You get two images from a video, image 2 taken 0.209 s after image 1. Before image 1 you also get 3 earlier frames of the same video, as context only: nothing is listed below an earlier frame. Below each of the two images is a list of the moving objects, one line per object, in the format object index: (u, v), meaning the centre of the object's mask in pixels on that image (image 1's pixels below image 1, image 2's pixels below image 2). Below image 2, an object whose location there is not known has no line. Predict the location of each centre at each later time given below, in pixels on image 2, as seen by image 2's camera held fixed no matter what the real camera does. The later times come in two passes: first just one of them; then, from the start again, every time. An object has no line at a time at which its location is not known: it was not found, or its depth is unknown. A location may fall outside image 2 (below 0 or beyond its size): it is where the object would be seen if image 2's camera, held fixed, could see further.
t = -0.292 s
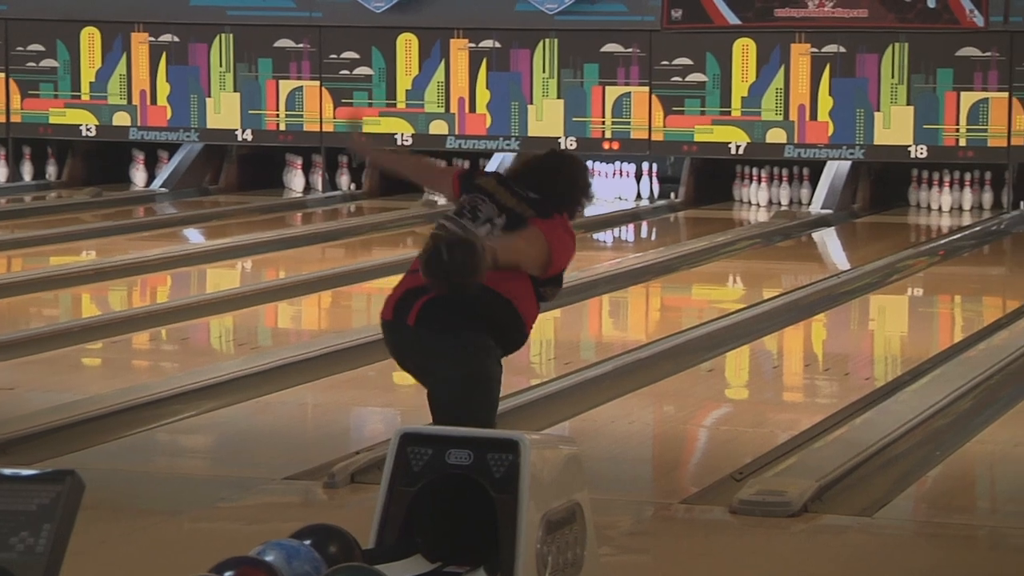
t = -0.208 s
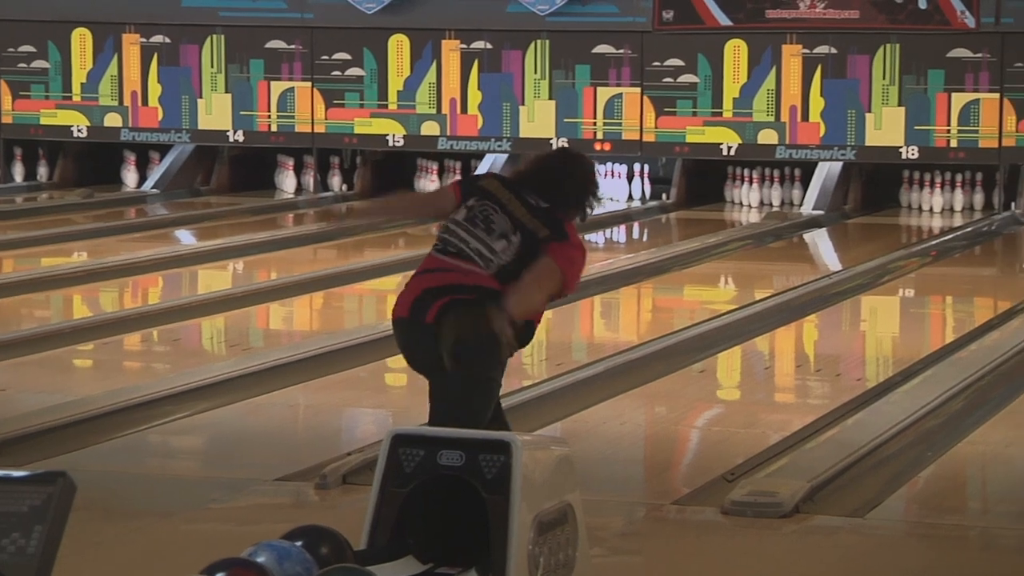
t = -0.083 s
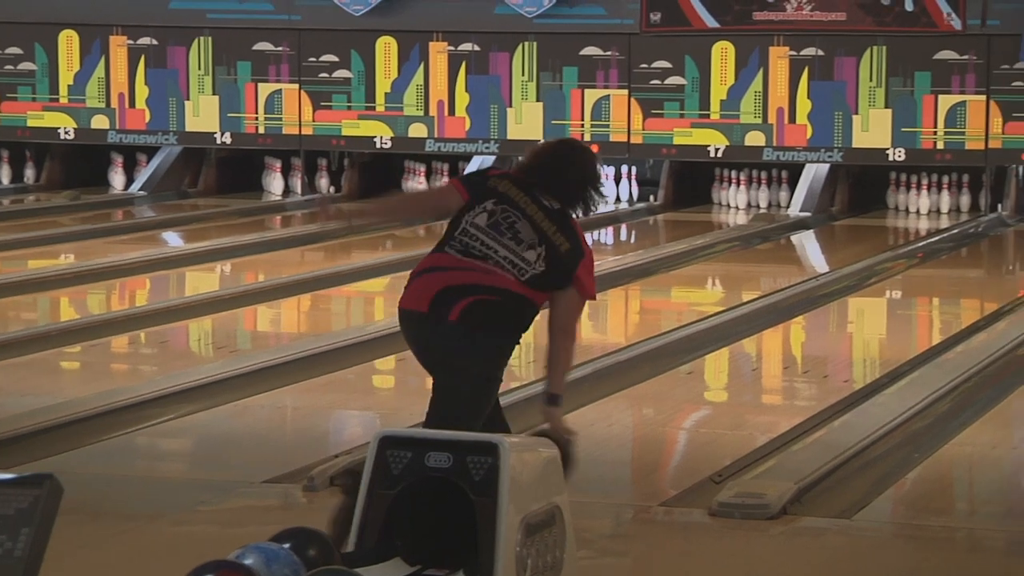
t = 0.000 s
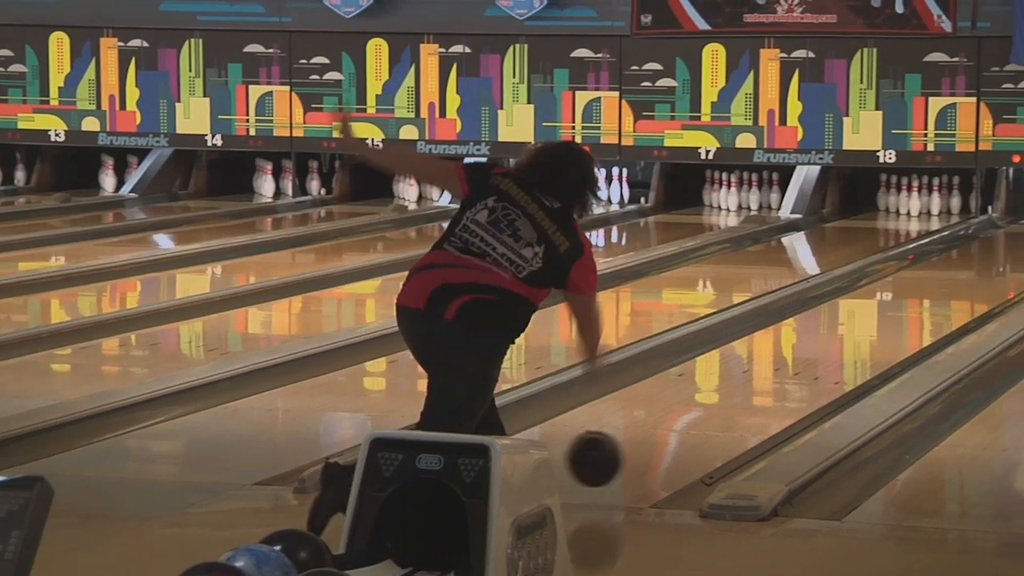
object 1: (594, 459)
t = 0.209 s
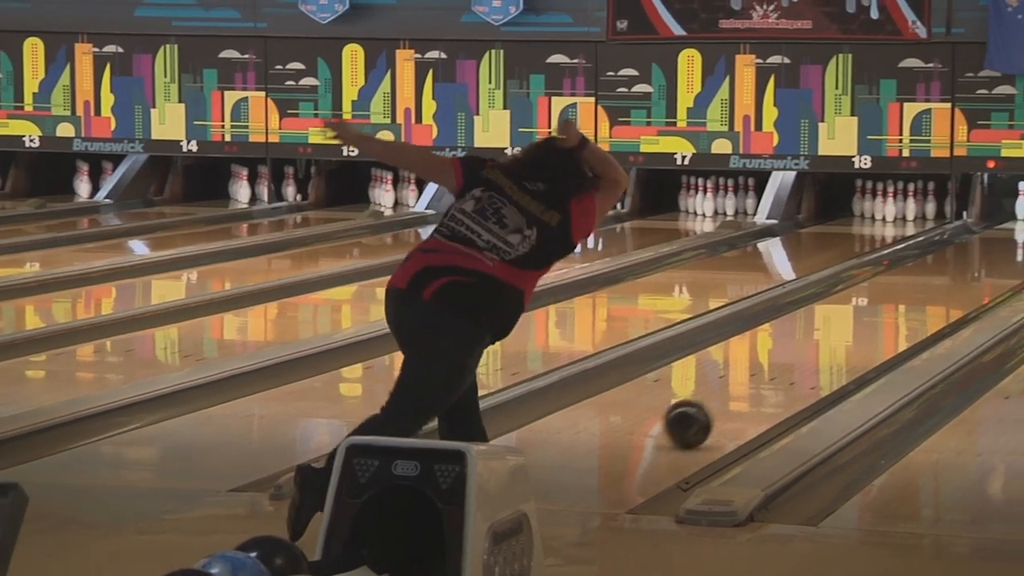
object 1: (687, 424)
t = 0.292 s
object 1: (725, 405)
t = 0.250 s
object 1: (707, 414)
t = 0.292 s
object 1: (725, 405)
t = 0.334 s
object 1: (743, 396)
